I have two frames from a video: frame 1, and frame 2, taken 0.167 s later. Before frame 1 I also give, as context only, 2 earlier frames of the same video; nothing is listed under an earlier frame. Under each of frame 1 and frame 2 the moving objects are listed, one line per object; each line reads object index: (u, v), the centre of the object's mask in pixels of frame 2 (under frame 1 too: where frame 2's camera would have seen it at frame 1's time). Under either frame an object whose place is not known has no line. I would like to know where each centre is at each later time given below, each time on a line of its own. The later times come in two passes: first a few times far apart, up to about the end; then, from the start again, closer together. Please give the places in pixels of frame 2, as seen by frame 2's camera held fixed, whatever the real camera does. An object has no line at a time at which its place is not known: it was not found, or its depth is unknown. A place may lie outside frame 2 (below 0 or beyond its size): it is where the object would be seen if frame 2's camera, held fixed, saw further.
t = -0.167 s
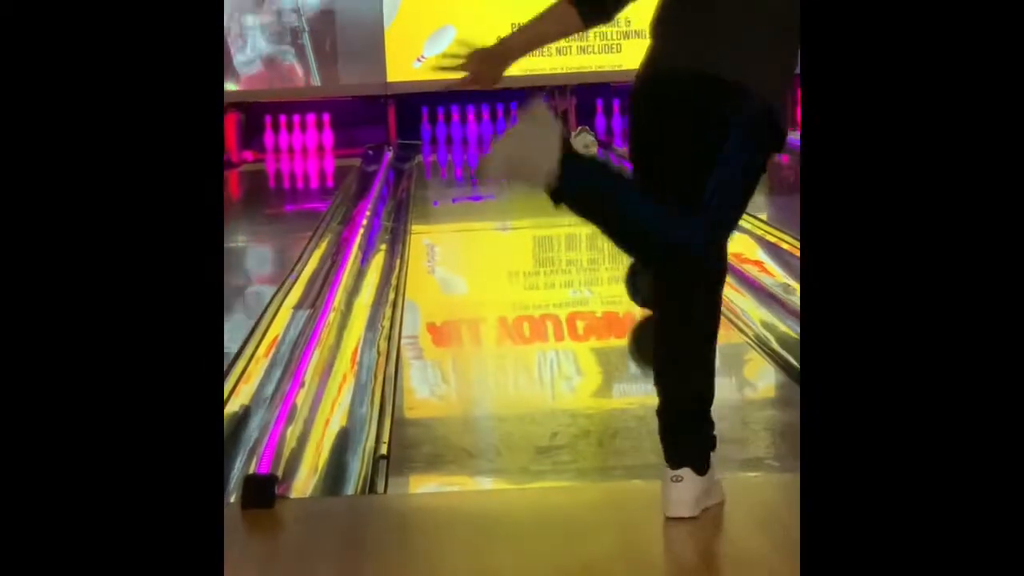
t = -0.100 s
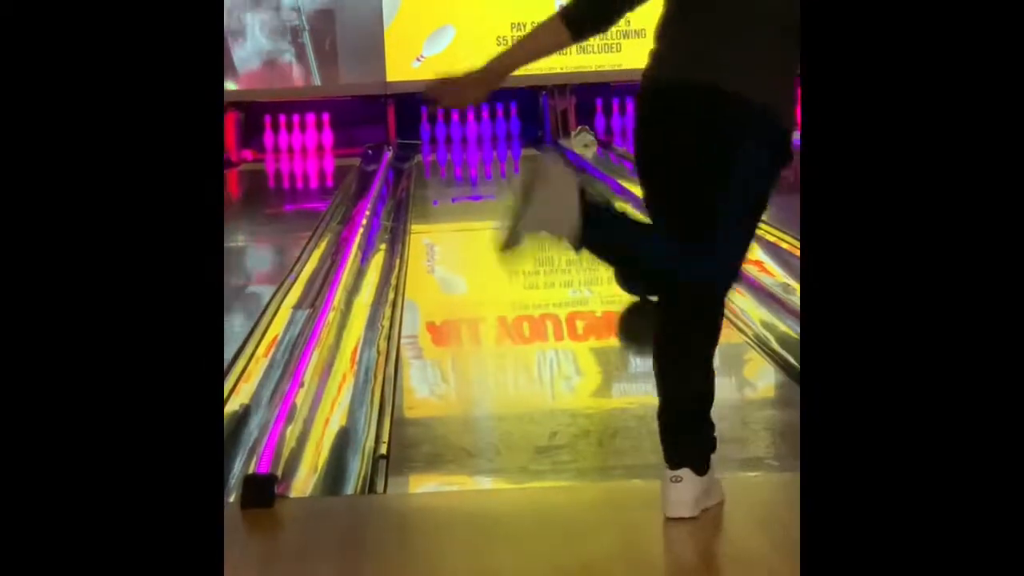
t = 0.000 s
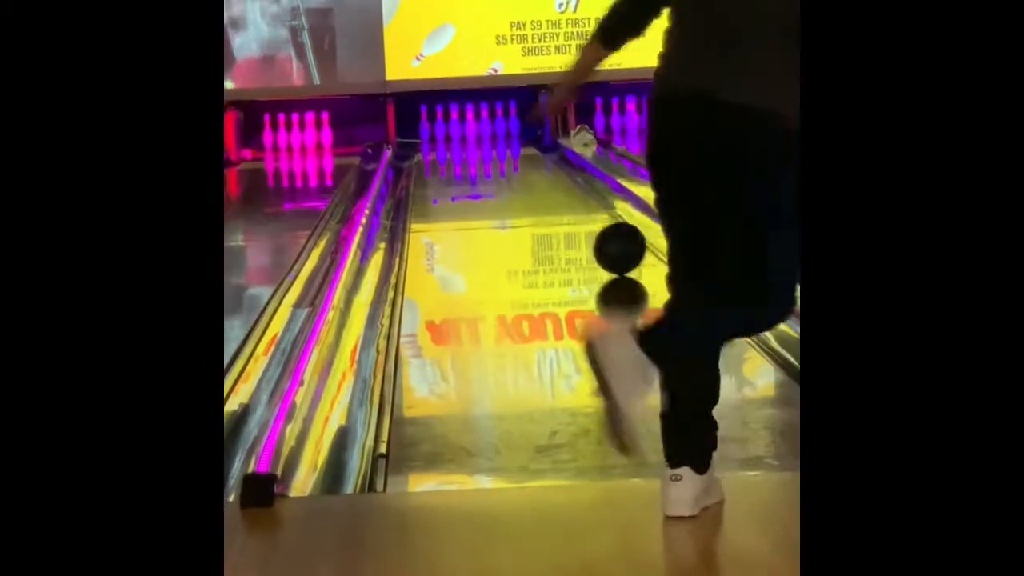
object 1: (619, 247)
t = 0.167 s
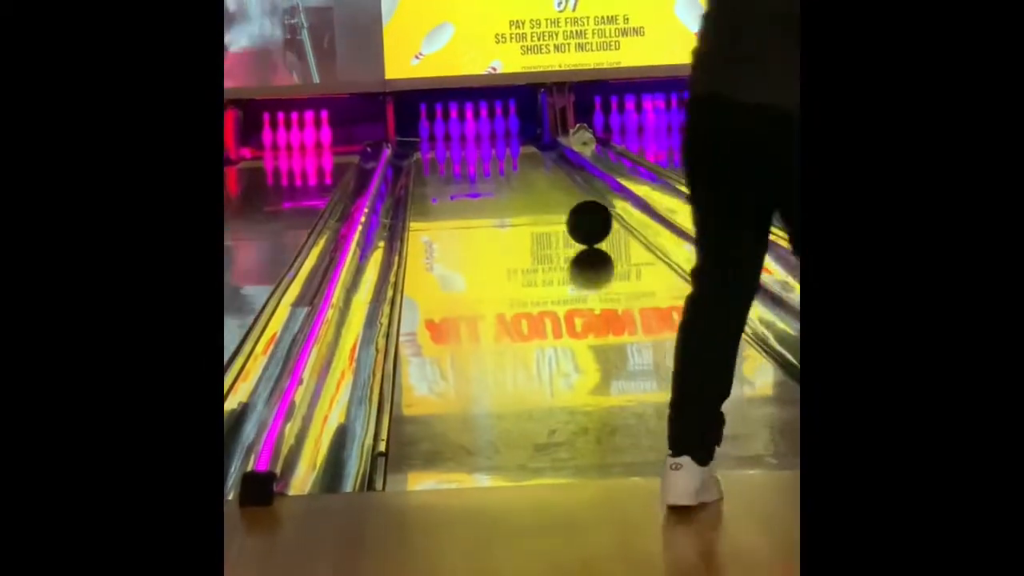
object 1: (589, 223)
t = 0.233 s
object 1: (579, 214)
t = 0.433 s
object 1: (555, 193)
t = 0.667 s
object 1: (533, 174)
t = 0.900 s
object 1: (515, 160)
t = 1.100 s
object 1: (502, 152)
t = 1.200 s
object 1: (497, 148)
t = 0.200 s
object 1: (584, 218)
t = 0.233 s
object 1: (579, 214)
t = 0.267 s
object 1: (575, 210)
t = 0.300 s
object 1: (570, 206)
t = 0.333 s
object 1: (566, 203)
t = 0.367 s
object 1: (562, 199)
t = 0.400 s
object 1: (558, 196)
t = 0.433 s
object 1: (555, 193)
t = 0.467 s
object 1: (551, 190)
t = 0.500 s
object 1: (548, 187)
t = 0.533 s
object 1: (544, 184)
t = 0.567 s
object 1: (542, 181)
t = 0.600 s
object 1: (539, 179)
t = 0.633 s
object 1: (536, 176)
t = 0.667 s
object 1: (533, 174)
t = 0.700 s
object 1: (530, 172)
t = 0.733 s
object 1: (527, 170)
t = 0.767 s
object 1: (525, 168)
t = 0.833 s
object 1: (520, 164)
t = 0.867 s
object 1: (517, 162)
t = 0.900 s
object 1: (515, 160)
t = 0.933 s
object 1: (513, 159)
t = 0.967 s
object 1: (511, 158)
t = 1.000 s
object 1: (509, 156)
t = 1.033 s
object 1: (506, 154)
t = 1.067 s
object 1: (505, 153)
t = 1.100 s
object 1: (502, 152)
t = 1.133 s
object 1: (500, 150)
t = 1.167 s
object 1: (499, 149)
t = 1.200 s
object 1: (497, 148)
